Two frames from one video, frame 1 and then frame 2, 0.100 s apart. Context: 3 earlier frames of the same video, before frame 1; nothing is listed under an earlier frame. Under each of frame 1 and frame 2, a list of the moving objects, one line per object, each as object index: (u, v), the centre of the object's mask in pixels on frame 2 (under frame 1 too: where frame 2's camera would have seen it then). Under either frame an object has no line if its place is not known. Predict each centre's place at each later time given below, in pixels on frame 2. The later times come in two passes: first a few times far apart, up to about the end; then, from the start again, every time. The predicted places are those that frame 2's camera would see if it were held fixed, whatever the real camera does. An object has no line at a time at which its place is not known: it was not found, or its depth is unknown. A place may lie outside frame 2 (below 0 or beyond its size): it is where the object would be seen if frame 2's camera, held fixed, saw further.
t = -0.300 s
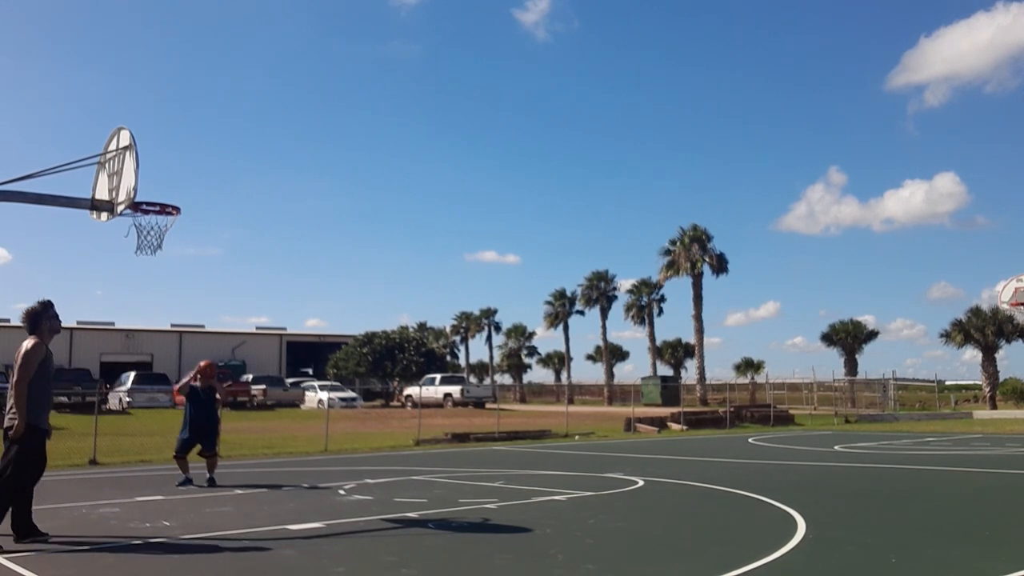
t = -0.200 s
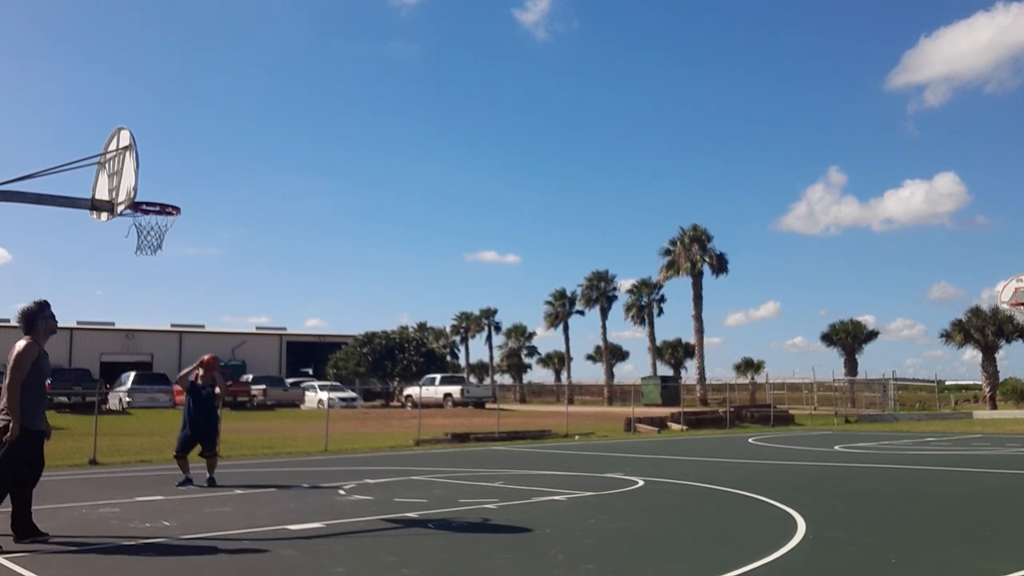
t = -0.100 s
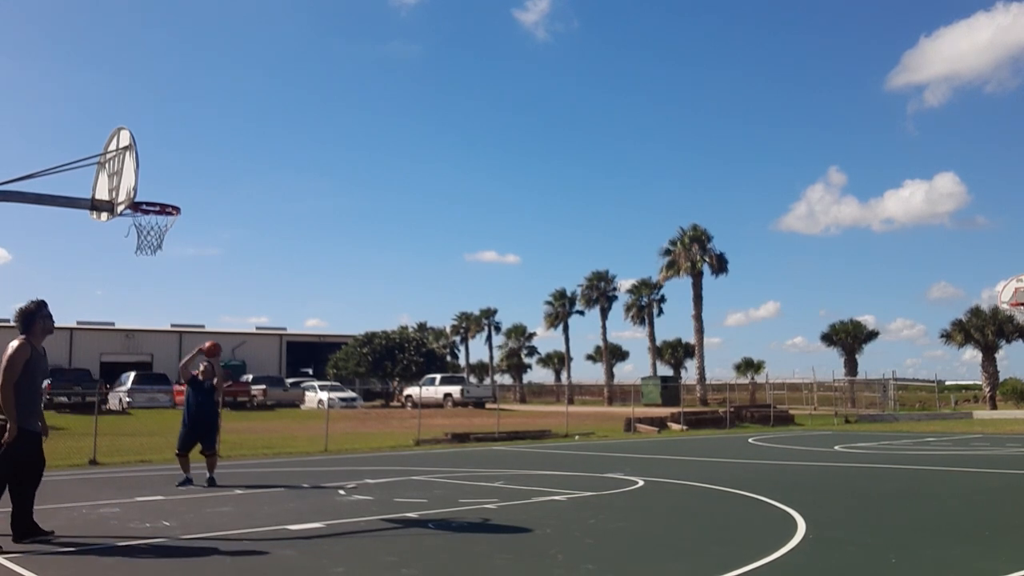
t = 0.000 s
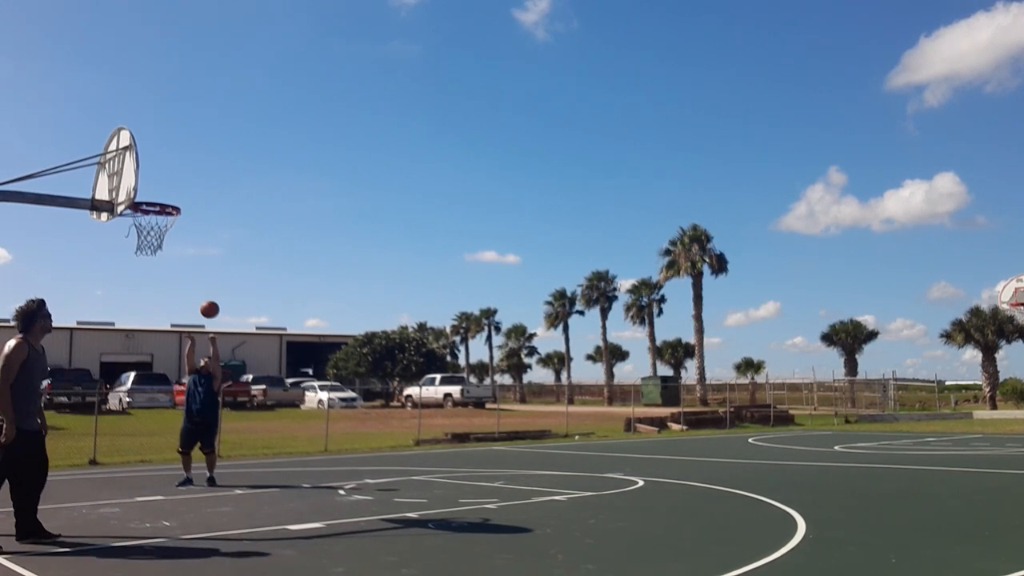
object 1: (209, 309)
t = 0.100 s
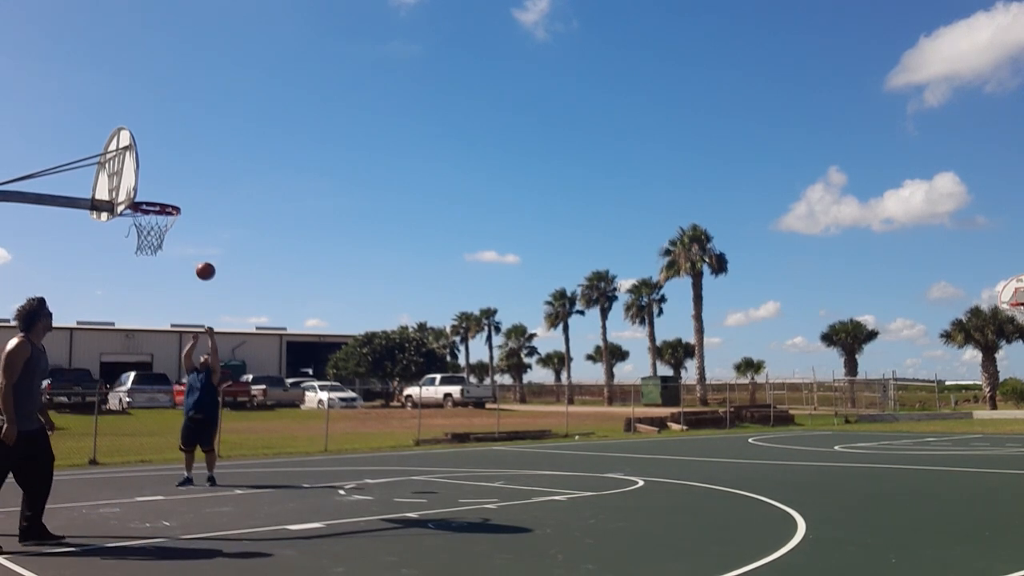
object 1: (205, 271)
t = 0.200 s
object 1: (201, 239)
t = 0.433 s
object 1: (187, 188)
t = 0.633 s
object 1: (173, 175)
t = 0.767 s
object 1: (158, 191)
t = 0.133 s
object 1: (204, 260)
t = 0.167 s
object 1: (202, 249)
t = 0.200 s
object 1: (201, 239)
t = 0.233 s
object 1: (199, 229)
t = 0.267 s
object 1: (197, 220)
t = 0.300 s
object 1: (195, 212)
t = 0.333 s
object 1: (193, 205)
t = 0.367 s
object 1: (191, 198)
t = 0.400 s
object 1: (189, 193)
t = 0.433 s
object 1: (187, 188)
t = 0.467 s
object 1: (185, 183)
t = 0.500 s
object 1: (183, 180)
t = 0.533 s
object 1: (181, 178)
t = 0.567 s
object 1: (178, 176)
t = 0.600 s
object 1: (176, 175)
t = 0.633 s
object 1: (173, 175)
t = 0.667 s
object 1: (170, 176)
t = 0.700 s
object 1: (167, 178)
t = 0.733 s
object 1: (164, 181)
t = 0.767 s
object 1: (158, 191)
